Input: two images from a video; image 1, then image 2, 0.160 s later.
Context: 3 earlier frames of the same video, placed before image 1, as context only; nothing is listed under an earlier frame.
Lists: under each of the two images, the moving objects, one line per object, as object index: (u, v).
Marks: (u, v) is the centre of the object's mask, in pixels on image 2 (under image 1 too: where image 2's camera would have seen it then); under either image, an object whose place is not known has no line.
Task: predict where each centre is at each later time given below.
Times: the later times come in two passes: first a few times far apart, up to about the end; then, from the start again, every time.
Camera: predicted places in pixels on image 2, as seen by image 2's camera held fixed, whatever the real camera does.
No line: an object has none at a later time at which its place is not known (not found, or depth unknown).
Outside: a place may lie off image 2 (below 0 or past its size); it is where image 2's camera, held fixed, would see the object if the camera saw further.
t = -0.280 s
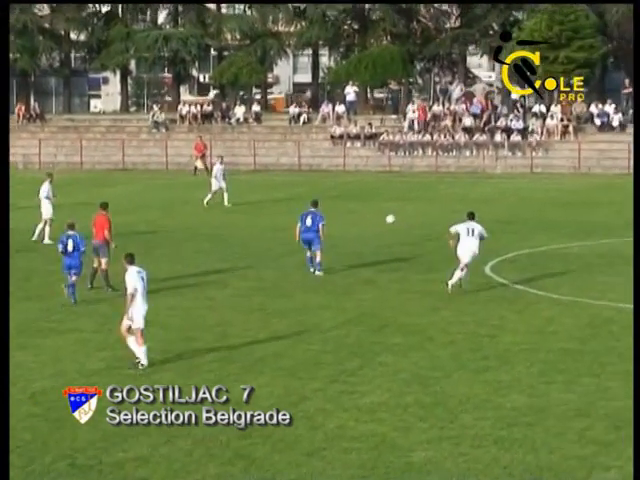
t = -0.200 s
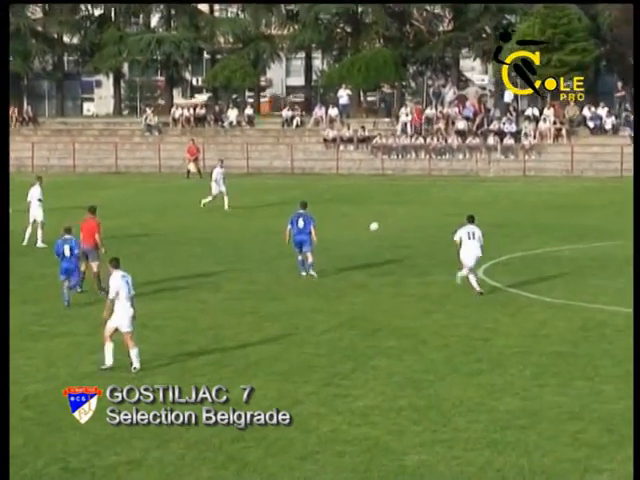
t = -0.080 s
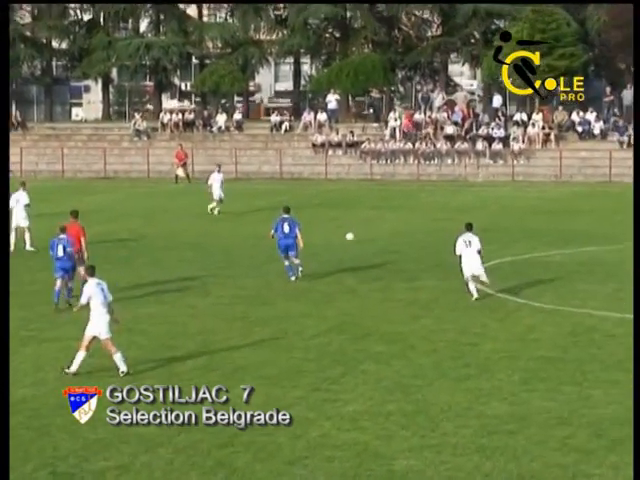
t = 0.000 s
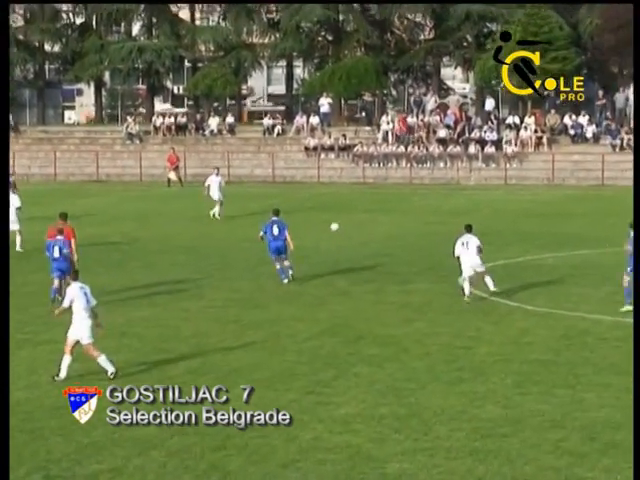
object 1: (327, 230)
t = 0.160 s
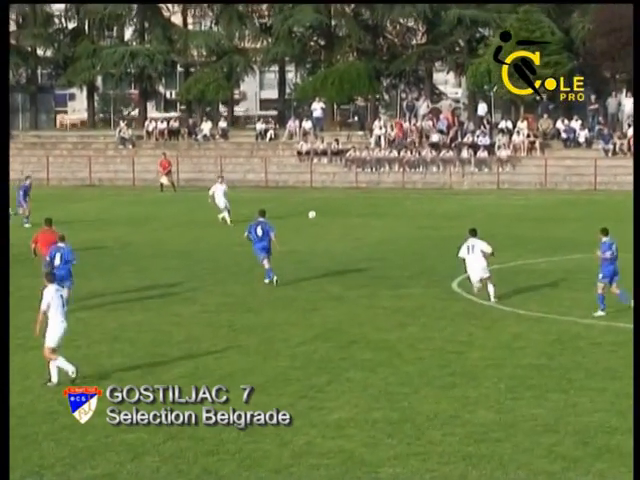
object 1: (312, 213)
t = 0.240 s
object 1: (304, 210)
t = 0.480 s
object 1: (283, 216)
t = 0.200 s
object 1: (308, 212)
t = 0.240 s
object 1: (304, 210)
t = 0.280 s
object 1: (300, 210)
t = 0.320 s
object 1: (297, 209)
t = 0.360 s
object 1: (293, 210)
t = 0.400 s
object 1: (289, 211)
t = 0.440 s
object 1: (286, 213)
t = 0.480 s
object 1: (283, 216)
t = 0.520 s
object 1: (280, 219)
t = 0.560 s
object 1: (276, 223)
